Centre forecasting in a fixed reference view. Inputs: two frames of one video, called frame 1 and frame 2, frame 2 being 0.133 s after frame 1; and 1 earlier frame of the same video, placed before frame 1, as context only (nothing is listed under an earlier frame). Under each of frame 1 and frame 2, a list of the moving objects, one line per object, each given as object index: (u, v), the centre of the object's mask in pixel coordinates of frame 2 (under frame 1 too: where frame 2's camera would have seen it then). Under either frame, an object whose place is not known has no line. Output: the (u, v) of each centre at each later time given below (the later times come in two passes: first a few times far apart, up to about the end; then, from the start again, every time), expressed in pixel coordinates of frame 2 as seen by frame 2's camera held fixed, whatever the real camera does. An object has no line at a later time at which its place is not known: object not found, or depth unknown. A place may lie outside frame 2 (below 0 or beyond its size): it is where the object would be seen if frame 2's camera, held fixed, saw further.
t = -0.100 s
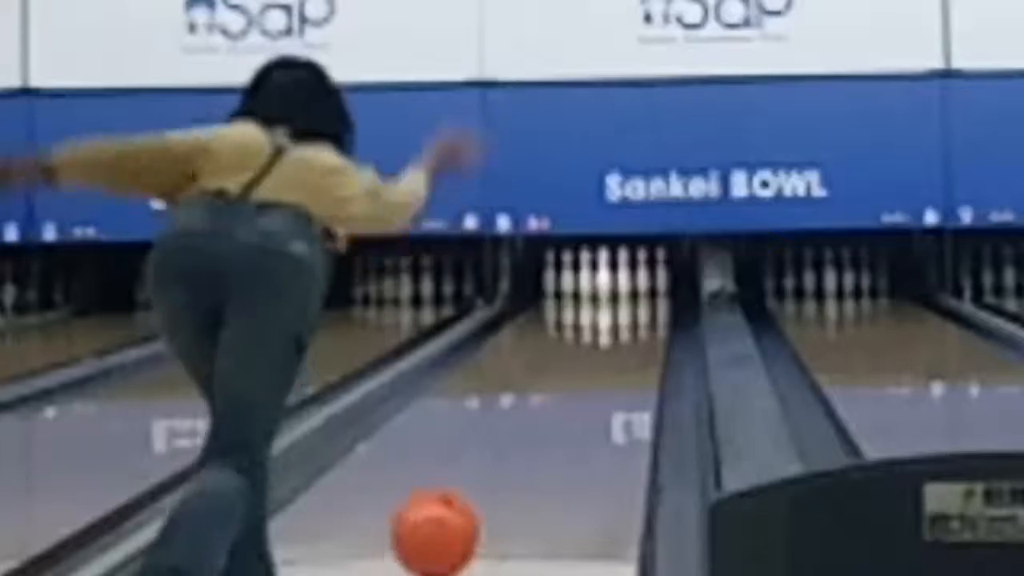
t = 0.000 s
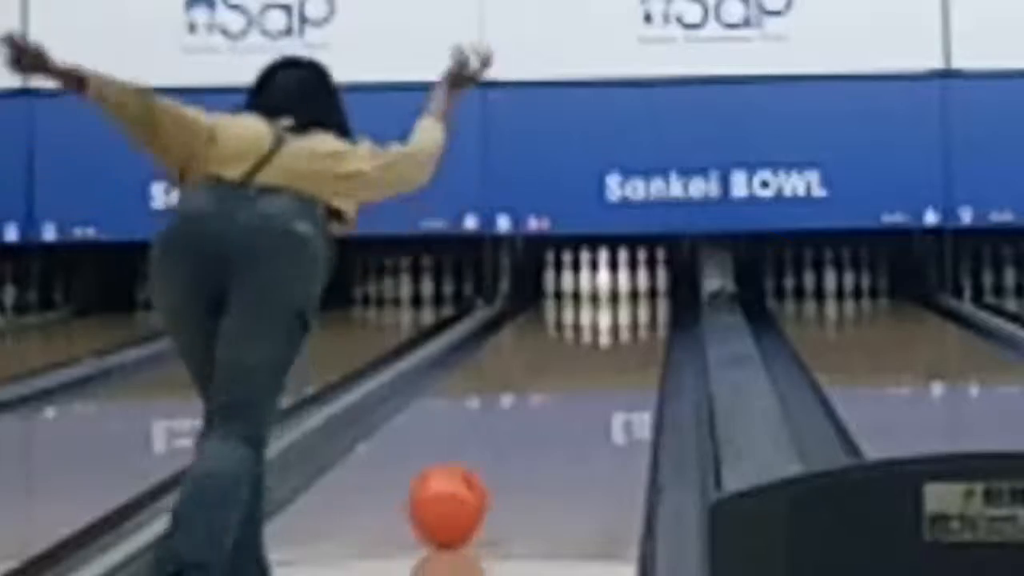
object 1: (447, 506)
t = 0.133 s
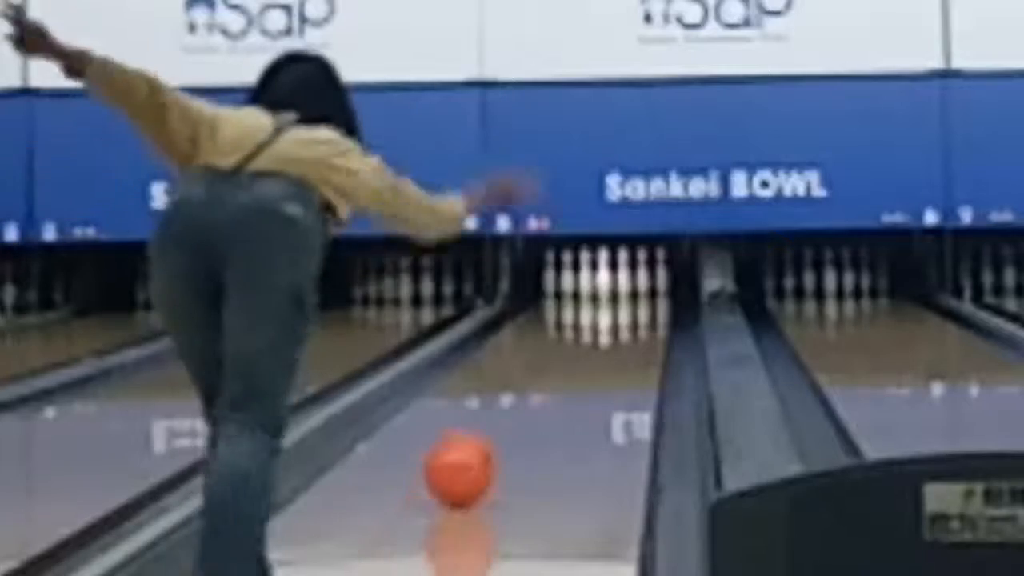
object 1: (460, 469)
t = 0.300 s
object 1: (474, 444)
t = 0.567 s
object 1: (487, 394)
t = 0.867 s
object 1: (499, 366)
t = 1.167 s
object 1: (509, 343)
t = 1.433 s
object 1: (516, 327)
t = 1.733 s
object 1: (522, 310)
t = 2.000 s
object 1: (527, 301)
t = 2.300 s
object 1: (532, 295)
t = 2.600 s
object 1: (534, 292)
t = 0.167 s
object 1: (463, 462)
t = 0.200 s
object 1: (466, 454)
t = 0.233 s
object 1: (468, 448)
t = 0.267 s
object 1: (470, 442)
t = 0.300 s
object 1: (474, 444)
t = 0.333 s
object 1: (477, 428)
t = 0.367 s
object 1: (476, 423)
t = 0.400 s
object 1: (477, 419)
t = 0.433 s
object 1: (479, 413)
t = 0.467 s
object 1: (482, 409)
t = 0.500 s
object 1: (484, 403)
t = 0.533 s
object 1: (486, 398)
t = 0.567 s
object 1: (487, 394)
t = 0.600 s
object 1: (489, 390)
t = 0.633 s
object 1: (489, 386)
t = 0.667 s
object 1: (492, 383)
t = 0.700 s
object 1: (494, 377)
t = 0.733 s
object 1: (494, 374)
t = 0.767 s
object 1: (495, 372)
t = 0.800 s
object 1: (496, 369)
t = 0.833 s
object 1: (497, 368)
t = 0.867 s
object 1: (499, 366)
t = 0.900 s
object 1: (499, 363)
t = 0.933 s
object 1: (501, 360)
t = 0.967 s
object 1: (502, 357)
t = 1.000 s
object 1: (503, 355)
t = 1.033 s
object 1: (504, 353)
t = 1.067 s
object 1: (506, 351)
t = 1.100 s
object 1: (507, 348)
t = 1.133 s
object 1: (508, 346)
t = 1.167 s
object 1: (509, 343)
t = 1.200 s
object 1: (511, 341)
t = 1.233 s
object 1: (511, 339)
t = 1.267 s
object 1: (512, 337)
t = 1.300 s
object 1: (512, 335)
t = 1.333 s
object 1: (513, 333)
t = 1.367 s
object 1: (515, 330)
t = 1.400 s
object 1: (515, 329)
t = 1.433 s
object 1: (516, 327)
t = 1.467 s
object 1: (517, 325)
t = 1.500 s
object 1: (518, 322)
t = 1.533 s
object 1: (519, 321)
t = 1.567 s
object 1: (519, 318)
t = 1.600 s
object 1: (520, 318)
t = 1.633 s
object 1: (521, 317)
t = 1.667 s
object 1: (521, 316)
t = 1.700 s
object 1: (522, 313)
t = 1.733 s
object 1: (522, 310)
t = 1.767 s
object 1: (523, 309)
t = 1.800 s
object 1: (524, 309)
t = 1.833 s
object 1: (524, 306)
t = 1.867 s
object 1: (525, 306)
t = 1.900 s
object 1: (526, 305)
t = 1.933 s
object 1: (526, 304)
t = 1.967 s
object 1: (527, 303)
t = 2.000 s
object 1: (527, 301)
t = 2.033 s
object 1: (528, 300)
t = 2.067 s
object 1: (528, 300)
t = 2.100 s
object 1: (529, 299)
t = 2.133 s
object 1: (529, 298)
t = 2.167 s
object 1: (530, 297)
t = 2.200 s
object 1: (531, 296)
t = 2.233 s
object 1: (531, 296)
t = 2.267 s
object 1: (532, 294)
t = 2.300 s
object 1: (532, 295)
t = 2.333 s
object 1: (533, 293)
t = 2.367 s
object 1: (533, 294)
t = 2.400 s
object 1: (533, 293)
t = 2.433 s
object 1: (535, 291)
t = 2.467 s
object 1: (535, 290)
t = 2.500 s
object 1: (535, 292)
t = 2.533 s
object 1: (535, 292)
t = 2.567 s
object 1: (536, 292)
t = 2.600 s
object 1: (534, 292)
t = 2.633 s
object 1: (530, 293)
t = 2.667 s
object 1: (532, 295)
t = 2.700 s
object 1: (537, 298)
